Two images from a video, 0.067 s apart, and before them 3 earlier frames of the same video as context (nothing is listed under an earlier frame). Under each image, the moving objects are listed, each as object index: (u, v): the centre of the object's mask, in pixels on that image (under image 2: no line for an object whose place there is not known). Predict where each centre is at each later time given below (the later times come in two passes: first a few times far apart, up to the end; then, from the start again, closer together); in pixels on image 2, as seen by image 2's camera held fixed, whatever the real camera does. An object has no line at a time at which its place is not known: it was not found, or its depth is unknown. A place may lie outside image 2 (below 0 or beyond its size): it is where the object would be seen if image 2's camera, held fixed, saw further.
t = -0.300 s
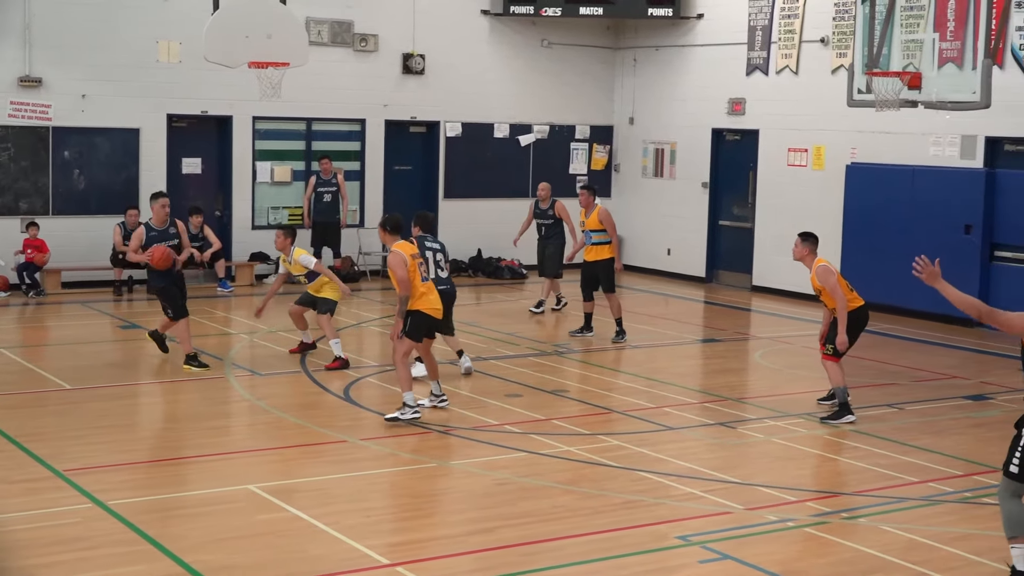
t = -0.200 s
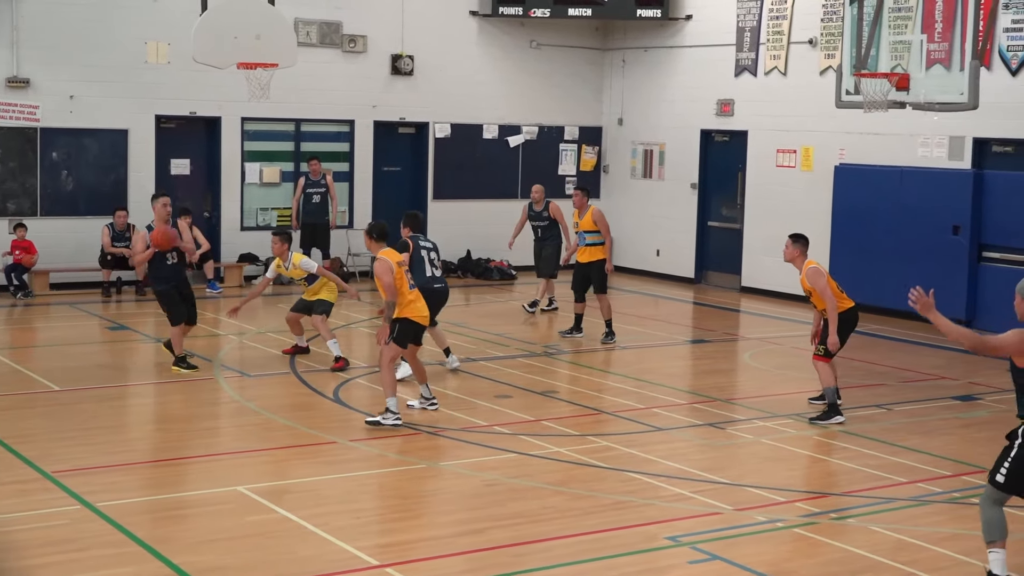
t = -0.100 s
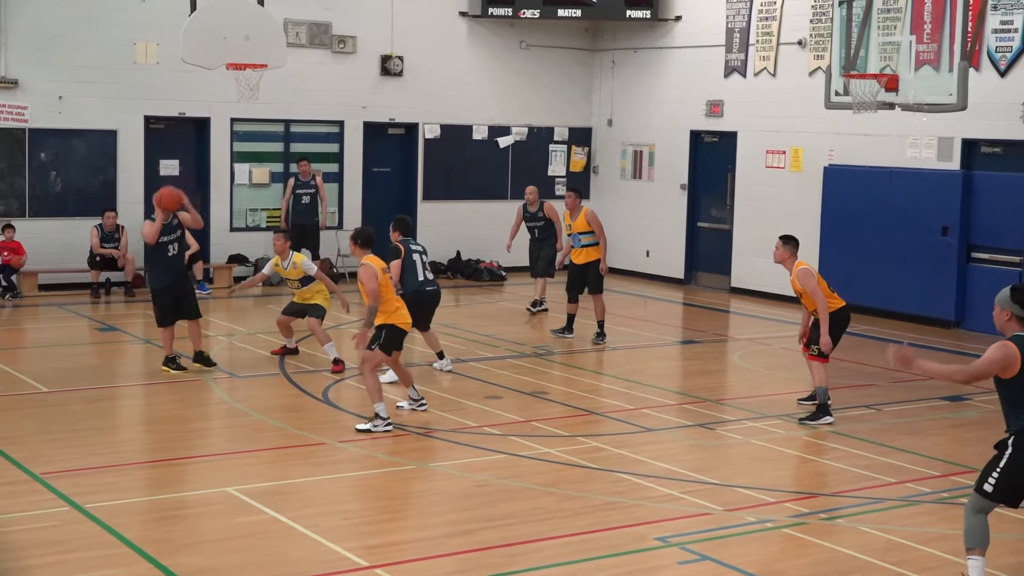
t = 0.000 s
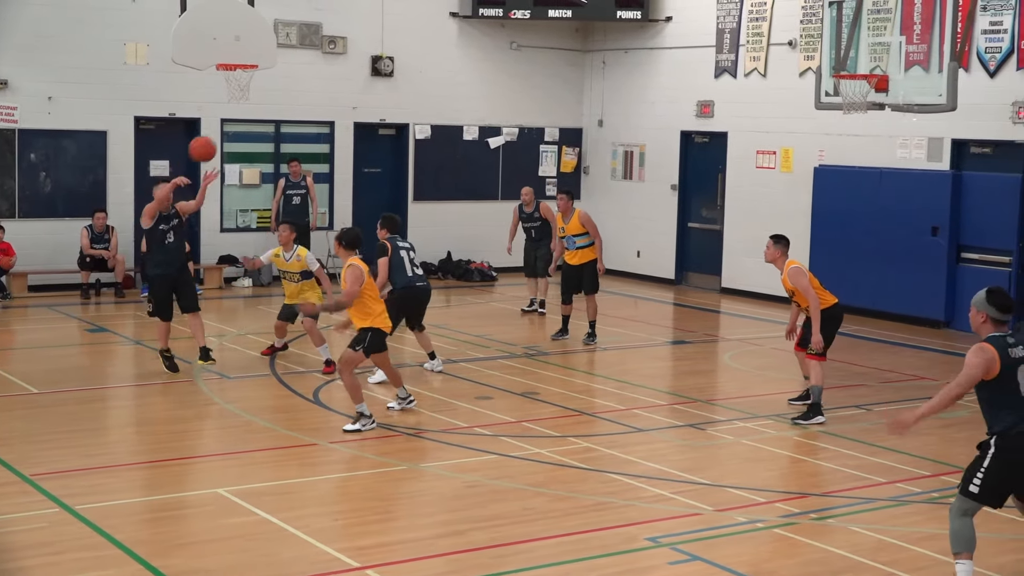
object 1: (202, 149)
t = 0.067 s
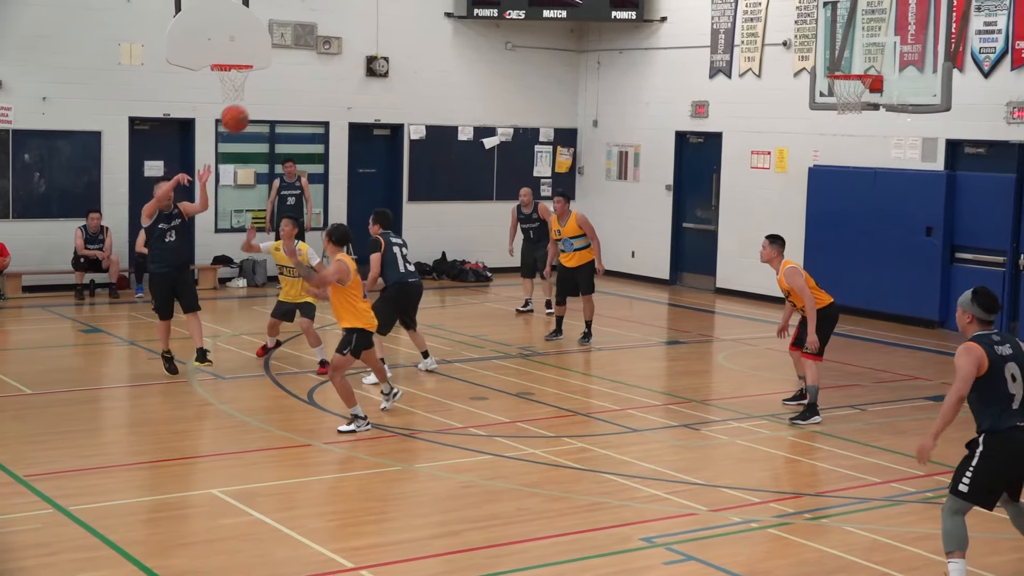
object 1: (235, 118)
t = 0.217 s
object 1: (326, 62)
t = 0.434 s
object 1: (478, 18)
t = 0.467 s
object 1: (505, 17)
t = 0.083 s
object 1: (244, 111)
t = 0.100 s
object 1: (254, 104)
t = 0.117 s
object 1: (264, 97)
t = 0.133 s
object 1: (273, 91)
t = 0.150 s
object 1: (284, 84)
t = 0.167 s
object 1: (294, 78)
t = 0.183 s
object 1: (305, 73)
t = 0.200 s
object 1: (316, 67)
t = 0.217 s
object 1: (326, 62)
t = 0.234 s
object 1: (338, 57)
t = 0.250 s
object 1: (349, 52)
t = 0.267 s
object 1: (359, 47)
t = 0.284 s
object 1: (371, 43)
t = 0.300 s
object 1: (382, 39)
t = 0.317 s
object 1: (394, 35)
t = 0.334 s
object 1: (406, 32)
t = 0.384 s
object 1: (441, 24)
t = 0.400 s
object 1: (453, 22)
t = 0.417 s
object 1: (465, 20)
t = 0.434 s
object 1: (478, 18)
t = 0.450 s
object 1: (491, 18)
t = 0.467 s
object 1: (505, 17)
